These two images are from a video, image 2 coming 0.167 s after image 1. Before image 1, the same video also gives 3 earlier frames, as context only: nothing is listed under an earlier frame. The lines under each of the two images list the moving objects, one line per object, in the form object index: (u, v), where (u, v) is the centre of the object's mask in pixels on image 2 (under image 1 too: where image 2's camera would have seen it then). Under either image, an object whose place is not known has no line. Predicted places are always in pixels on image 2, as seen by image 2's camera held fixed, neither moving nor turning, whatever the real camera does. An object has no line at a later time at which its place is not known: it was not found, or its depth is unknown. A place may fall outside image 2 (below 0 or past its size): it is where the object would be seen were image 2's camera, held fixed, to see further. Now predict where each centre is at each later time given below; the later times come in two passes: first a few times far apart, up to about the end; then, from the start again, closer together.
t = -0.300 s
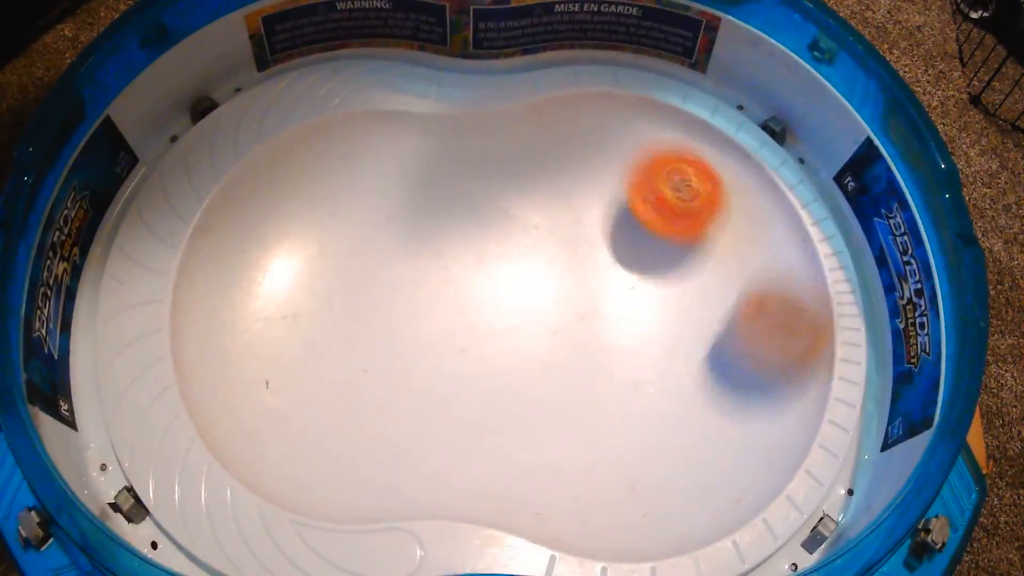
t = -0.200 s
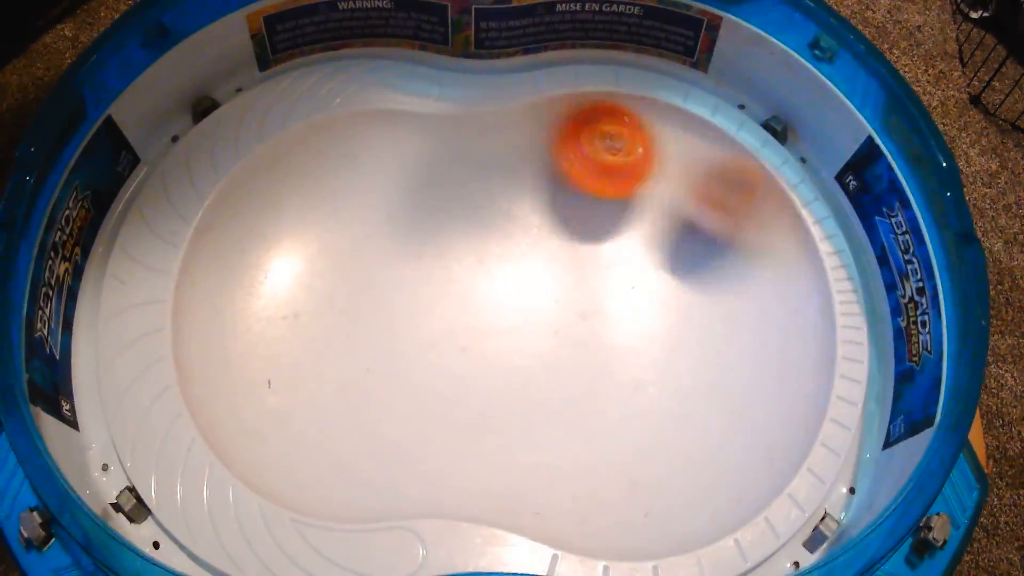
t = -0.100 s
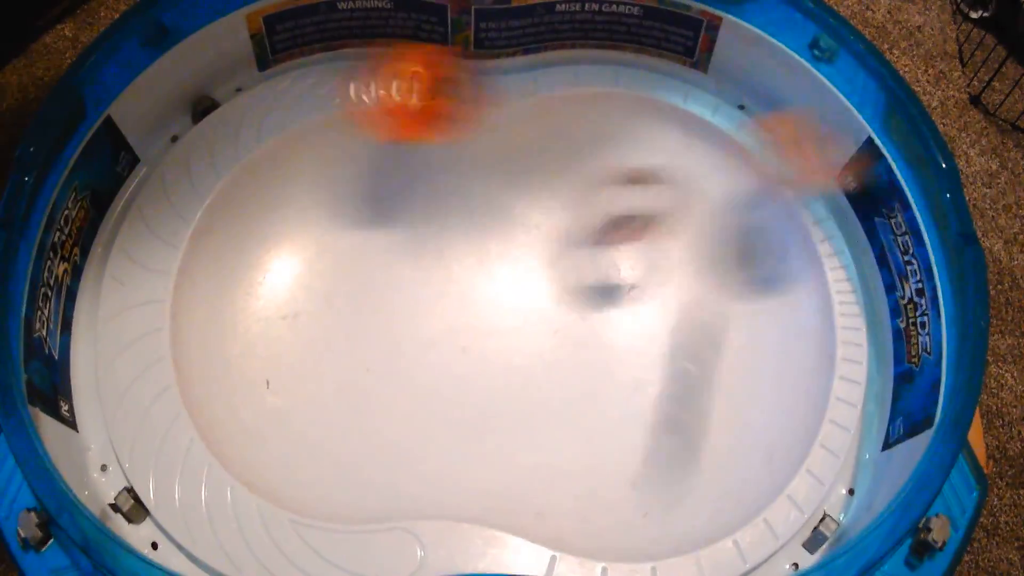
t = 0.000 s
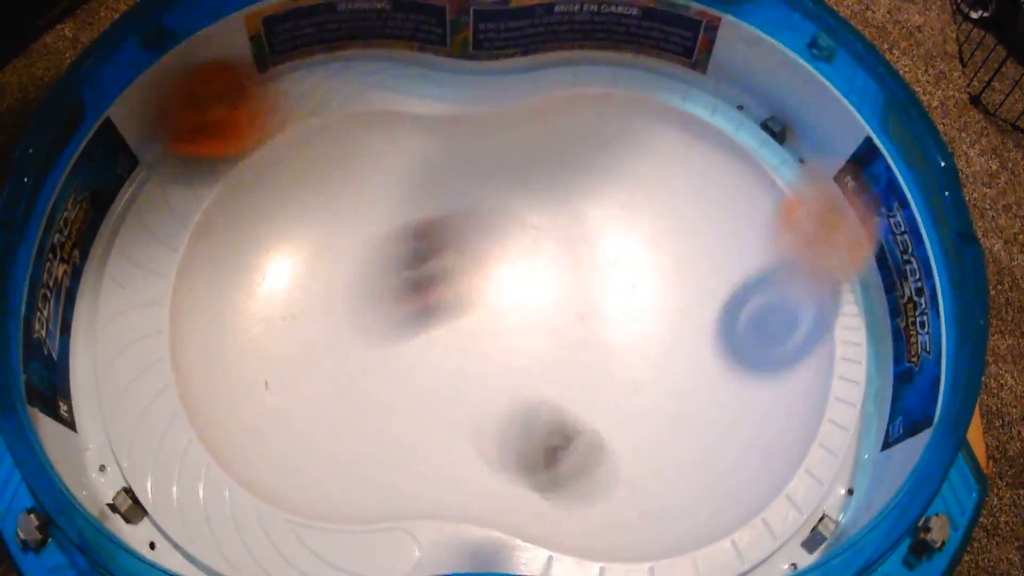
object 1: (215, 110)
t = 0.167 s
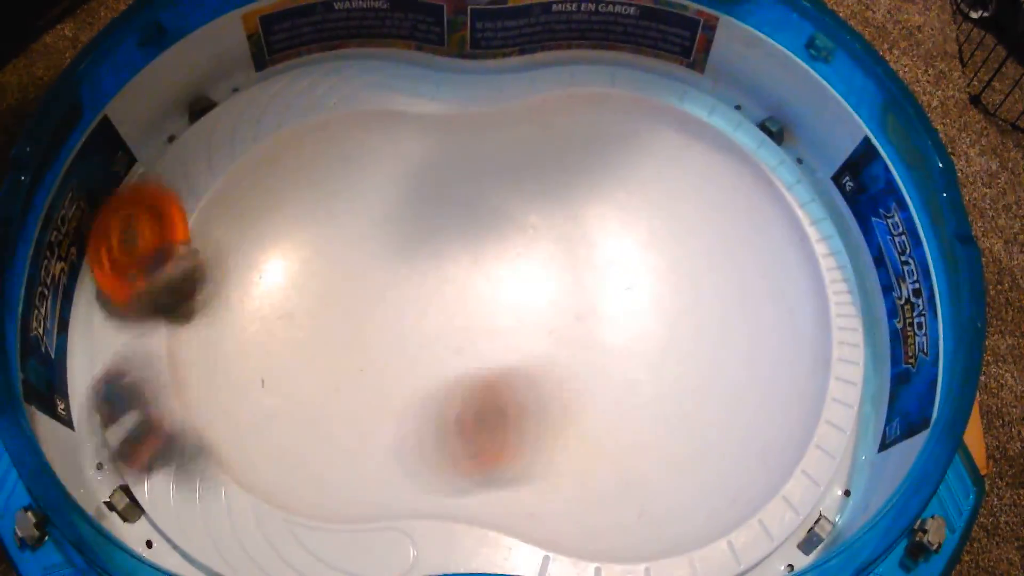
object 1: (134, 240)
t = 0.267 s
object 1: (200, 314)
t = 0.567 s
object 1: (505, 194)
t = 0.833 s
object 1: (696, 233)
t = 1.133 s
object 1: (670, 259)
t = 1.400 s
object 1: (680, 328)
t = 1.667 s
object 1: (692, 344)
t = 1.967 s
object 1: (677, 344)
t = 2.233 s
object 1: (625, 358)
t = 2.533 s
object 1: (577, 359)
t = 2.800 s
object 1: (531, 328)
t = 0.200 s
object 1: (147, 248)
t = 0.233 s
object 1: (174, 283)
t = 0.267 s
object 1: (200, 314)
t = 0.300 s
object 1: (241, 297)
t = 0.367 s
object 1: (330, 267)
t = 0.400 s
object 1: (366, 250)
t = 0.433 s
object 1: (402, 232)
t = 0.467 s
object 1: (432, 217)
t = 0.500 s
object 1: (459, 204)
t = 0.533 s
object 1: (482, 197)
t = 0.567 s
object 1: (505, 194)
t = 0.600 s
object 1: (527, 193)
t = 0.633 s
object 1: (549, 197)
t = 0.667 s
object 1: (576, 205)
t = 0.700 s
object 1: (605, 212)
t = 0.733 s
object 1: (635, 218)
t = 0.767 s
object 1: (659, 223)
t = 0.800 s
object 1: (681, 228)
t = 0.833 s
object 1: (696, 233)
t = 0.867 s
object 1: (705, 237)
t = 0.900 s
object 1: (710, 240)
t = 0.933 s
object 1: (711, 243)
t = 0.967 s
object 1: (708, 244)
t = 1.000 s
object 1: (703, 246)
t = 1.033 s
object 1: (695, 249)
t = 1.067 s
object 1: (687, 253)
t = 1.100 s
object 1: (678, 256)
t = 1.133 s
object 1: (670, 259)
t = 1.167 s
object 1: (663, 262)
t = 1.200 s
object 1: (658, 267)
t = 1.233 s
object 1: (655, 274)
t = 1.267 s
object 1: (655, 283)
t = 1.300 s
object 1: (657, 294)
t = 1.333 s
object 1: (663, 305)
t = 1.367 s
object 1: (670, 317)
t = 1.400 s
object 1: (680, 328)
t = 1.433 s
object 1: (690, 336)
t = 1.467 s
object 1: (700, 344)
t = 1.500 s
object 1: (710, 349)
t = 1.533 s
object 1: (716, 351)
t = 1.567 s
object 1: (716, 351)
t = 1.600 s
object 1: (710, 350)
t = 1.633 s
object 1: (702, 348)
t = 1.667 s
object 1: (692, 344)
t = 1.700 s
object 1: (681, 339)
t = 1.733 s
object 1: (670, 335)
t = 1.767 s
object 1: (666, 337)
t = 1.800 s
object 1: (667, 345)
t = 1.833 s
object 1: (672, 350)
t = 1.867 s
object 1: (675, 352)
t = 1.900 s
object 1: (676, 351)
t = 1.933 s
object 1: (676, 348)
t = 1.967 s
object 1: (677, 344)
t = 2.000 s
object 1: (677, 341)
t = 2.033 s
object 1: (676, 341)
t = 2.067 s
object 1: (671, 342)
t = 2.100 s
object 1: (661, 347)
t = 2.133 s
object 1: (650, 352)
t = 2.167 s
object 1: (640, 356)
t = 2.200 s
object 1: (632, 358)
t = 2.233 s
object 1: (625, 358)
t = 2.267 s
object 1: (621, 358)
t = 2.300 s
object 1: (619, 356)
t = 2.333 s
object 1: (619, 355)
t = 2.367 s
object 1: (620, 356)
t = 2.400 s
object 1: (619, 357)
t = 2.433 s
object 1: (615, 359)
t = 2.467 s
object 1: (606, 357)
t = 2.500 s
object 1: (594, 355)
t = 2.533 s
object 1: (577, 359)
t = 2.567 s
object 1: (563, 362)
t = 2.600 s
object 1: (555, 362)
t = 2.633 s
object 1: (549, 359)
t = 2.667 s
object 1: (545, 355)
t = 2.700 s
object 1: (541, 348)
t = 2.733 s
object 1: (537, 341)
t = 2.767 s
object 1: (534, 334)
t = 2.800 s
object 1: (531, 328)
